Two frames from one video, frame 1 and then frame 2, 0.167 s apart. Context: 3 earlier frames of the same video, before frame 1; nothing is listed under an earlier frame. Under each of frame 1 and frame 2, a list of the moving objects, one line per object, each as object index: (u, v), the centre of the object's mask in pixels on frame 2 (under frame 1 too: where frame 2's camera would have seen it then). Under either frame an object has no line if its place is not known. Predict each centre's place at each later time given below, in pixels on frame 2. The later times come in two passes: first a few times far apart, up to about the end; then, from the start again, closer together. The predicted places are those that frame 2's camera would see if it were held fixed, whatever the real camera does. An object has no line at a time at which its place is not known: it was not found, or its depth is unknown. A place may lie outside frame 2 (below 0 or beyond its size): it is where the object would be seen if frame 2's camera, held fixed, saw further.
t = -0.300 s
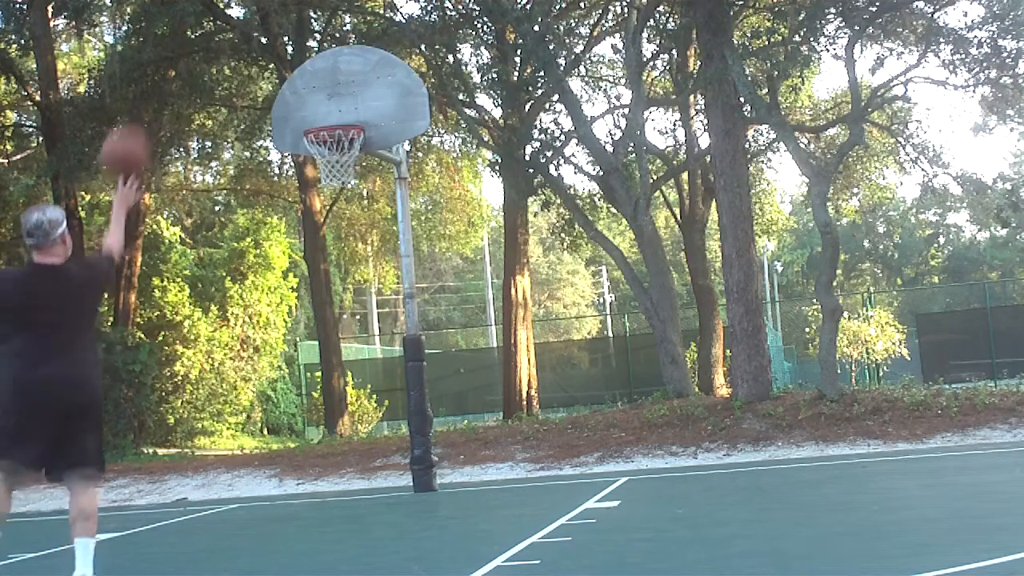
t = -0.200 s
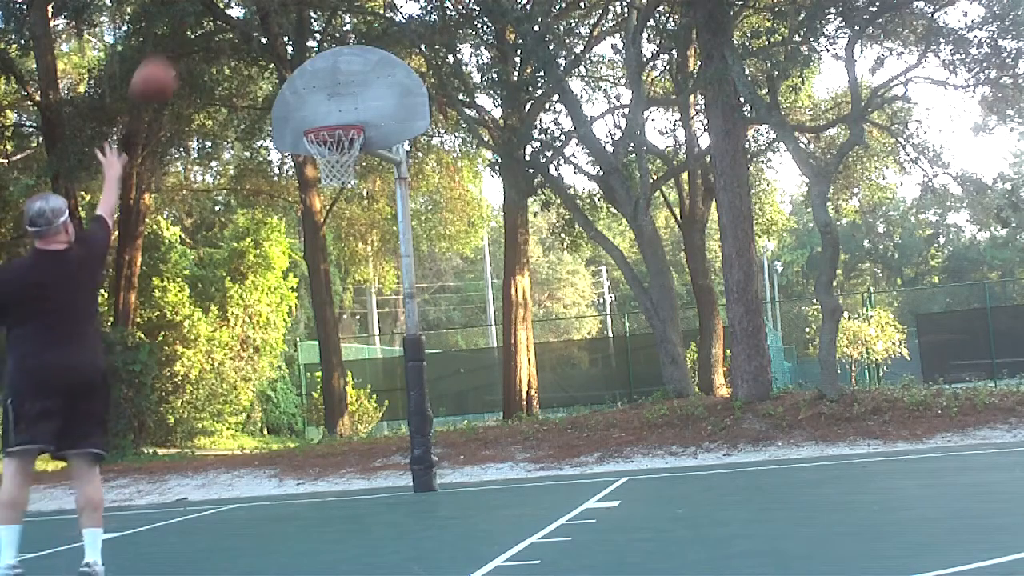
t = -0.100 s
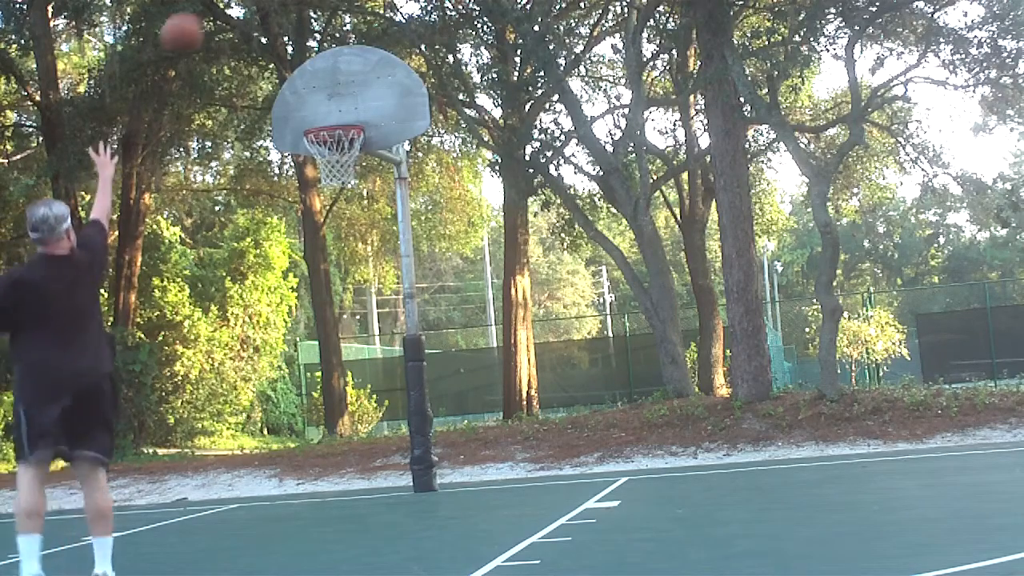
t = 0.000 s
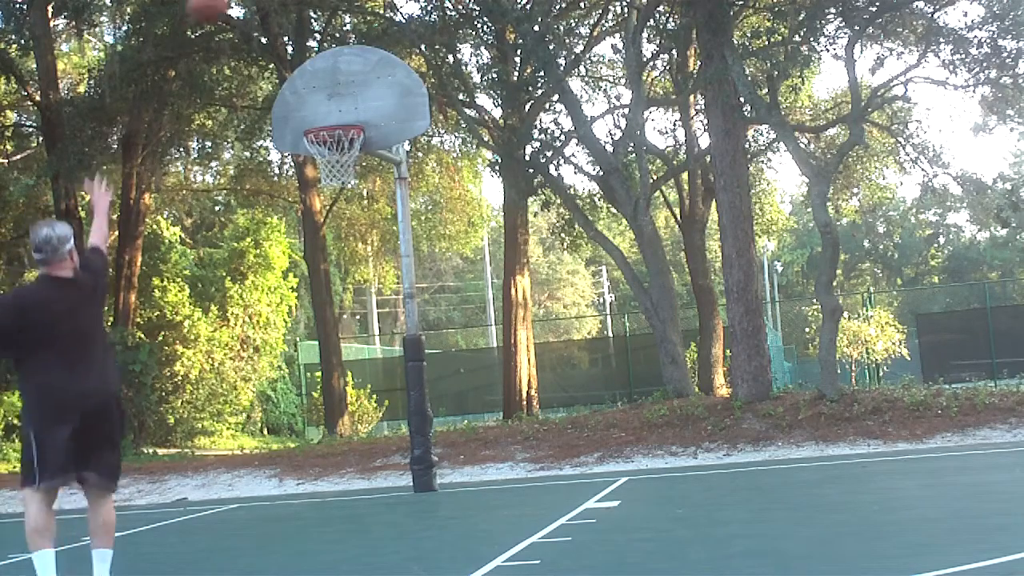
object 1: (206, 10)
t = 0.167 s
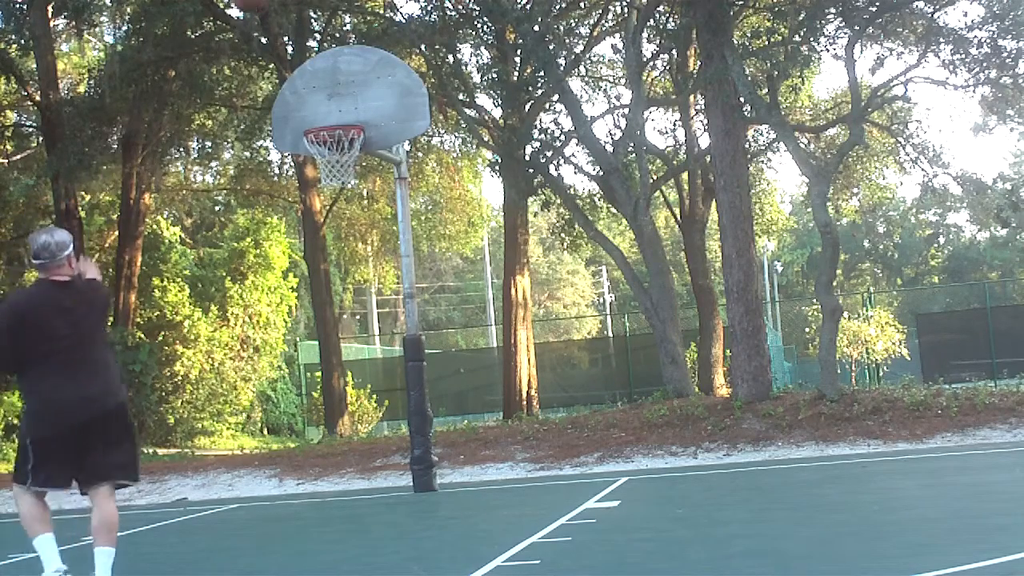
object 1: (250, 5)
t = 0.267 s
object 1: (270, 9)
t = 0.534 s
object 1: (324, 94)
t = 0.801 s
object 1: (314, 104)
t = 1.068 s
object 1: (257, 125)
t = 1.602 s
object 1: (153, 477)
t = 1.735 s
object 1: (127, 463)
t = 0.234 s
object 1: (262, 7)
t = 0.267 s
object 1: (270, 9)
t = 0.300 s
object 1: (276, 13)
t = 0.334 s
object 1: (283, 20)
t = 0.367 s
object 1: (290, 28)
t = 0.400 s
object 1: (296, 38)
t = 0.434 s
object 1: (304, 51)
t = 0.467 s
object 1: (310, 64)
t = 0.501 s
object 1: (318, 80)
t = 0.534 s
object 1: (324, 94)
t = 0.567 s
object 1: (331, 111)
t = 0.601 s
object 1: (334, 114)
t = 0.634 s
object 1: (338, 117)
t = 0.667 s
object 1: (340, 120)
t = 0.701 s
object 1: (335, 117)
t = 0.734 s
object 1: (328, 113)
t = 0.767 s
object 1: (321, 108)
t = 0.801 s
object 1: (314, 104)
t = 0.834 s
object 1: (306, 102)
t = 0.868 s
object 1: (299, 102)
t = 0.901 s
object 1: (293, 102)
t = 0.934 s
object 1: (286, 103)
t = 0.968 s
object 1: (279, 106)
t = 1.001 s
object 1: (272, 110)
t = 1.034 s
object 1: (265, 117)
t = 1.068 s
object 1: (257, 125)
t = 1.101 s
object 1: (251, 131)
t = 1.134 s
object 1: (243, 142)
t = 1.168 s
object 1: (236, 153)
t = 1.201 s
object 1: (230, 169)
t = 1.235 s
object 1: (224, 184)
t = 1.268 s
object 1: (216, 203)
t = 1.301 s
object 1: (208, 222)
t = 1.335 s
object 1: (204, 236)
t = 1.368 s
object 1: (196, 262)
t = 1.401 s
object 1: (192, 286)
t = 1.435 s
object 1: (179, 317)
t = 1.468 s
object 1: (174, 341)
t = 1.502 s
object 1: (168, 374)
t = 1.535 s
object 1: (162, 405)
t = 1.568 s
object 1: (156, 437)
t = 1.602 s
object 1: (153, 477)
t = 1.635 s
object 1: (143, 520)
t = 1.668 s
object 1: (139, 517)
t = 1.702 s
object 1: (133, 488)
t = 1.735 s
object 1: (127, 463)
